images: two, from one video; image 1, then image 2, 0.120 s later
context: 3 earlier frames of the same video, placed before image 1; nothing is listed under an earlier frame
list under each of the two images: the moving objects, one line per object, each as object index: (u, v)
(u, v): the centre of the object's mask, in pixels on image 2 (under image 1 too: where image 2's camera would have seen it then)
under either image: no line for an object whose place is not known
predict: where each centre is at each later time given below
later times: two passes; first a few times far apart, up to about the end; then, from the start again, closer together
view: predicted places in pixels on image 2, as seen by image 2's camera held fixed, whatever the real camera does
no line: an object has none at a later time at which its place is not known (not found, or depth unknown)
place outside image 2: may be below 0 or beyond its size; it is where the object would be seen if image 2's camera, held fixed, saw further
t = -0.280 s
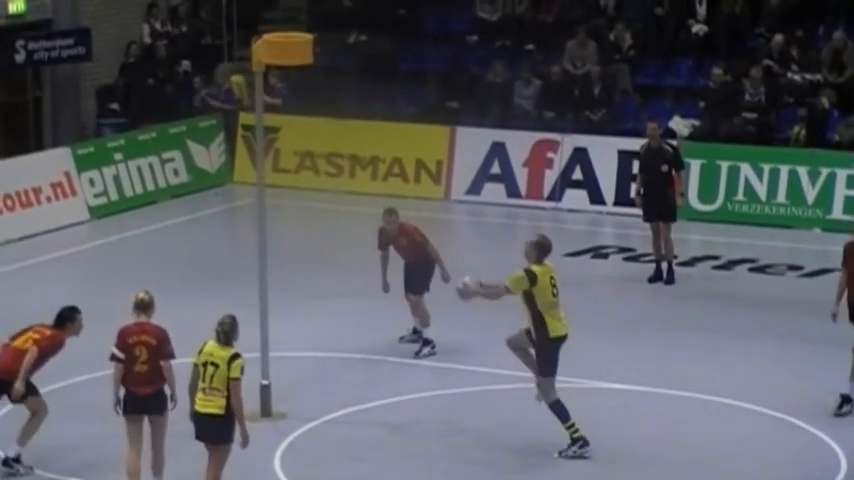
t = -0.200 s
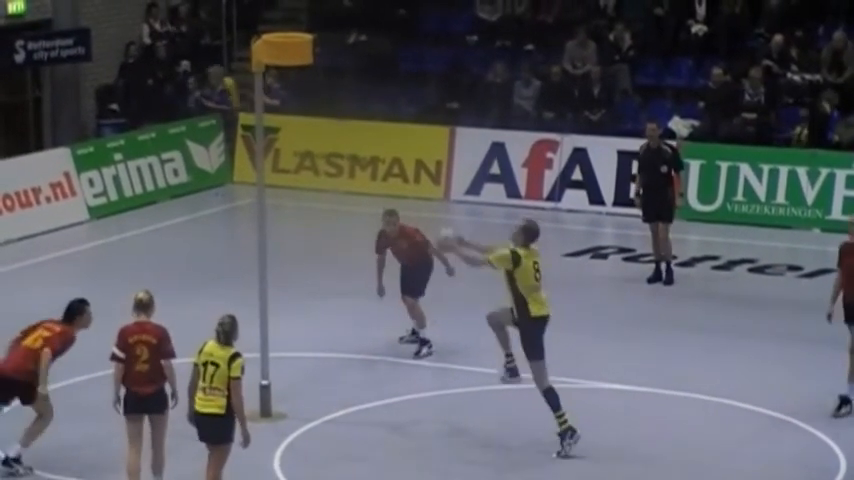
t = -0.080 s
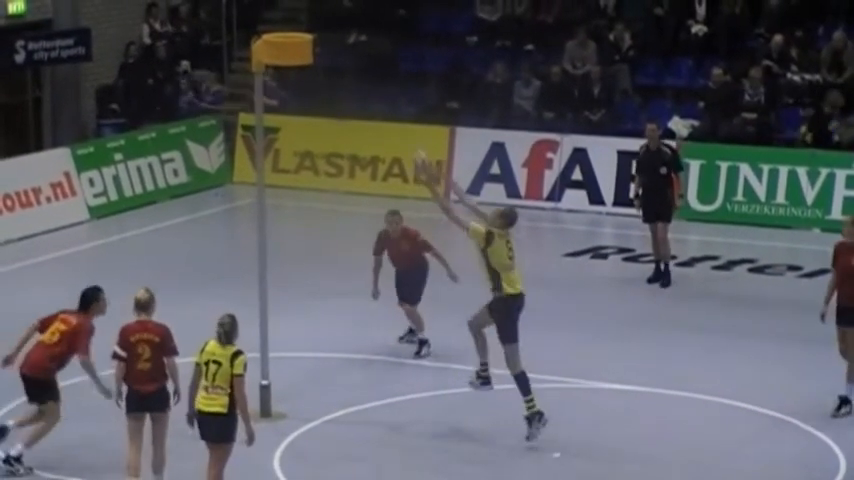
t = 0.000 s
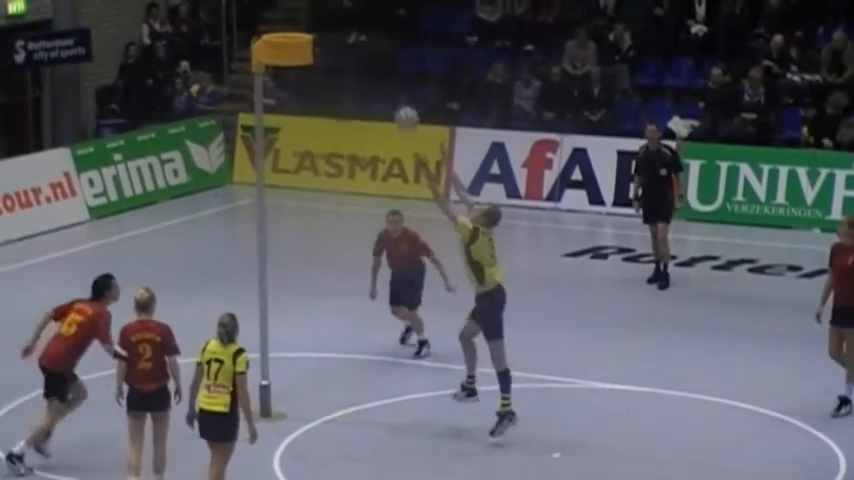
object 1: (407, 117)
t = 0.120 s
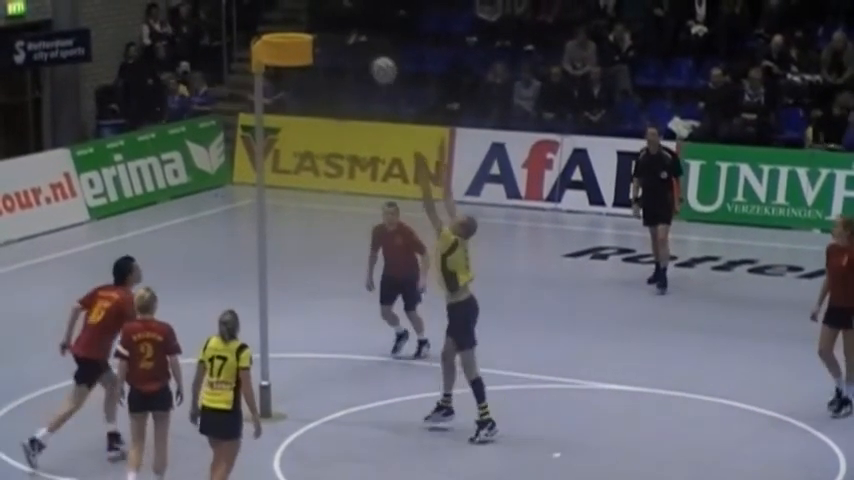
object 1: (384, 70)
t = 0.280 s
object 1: (354, 29)
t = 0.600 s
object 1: (296, 29)
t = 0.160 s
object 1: (376, 57)
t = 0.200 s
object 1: (368, 46)
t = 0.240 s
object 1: (361, 36)
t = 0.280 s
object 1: (354, 29)
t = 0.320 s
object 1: (346, 24)
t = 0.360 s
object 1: (338, 19)
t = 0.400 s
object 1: (332, 17)
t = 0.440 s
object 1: (324, 17)
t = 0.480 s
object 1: (317, 18)
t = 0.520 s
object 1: (310, 21)
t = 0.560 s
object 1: (303, 25)
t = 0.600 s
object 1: (296, 29)
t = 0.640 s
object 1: (289, 32)
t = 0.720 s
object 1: (280, 70)
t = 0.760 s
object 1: (281, 77)
